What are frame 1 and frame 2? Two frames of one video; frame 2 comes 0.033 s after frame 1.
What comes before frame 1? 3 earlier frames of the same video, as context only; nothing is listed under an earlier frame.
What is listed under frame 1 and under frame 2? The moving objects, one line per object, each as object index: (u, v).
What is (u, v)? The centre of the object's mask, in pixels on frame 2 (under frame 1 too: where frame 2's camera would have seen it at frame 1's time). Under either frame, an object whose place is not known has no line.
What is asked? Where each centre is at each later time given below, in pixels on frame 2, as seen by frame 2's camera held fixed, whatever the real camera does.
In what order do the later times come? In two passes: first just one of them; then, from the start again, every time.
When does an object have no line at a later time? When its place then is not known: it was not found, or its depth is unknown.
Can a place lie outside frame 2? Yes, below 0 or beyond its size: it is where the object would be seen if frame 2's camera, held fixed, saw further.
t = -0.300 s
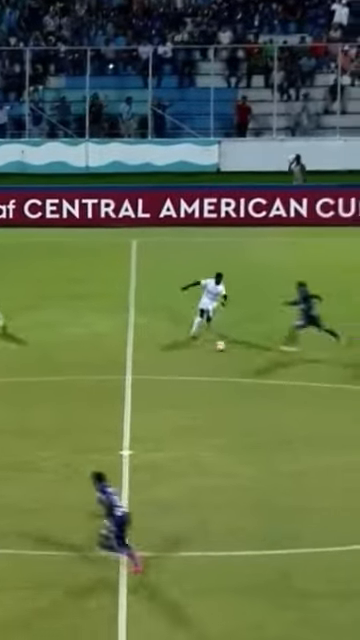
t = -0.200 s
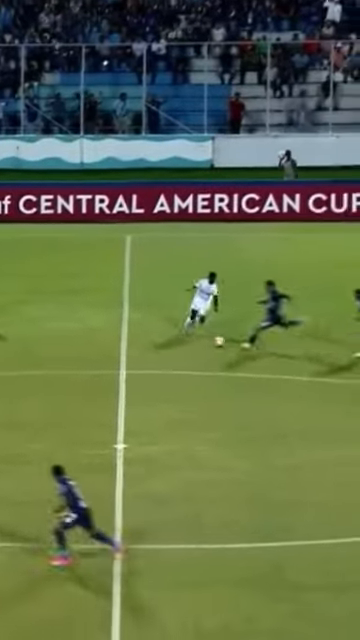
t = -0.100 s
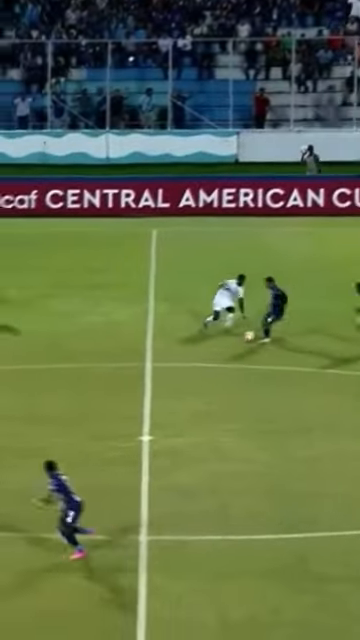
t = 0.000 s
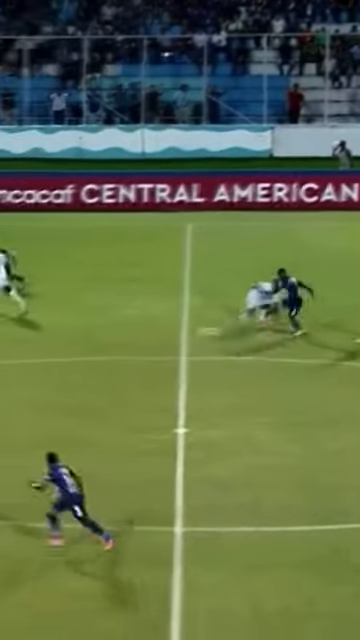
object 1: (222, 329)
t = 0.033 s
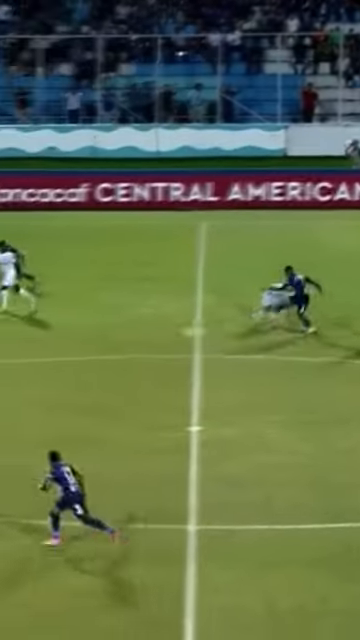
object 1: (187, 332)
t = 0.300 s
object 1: (-17, 377)
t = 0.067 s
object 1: (164, 335)
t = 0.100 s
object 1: (138, 340)
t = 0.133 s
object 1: (110, 345)
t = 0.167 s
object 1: (84, 351)
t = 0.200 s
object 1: (57, 358)
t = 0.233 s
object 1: (32, 368)
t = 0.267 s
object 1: (6, 375)
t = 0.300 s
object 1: (-17, 377)
